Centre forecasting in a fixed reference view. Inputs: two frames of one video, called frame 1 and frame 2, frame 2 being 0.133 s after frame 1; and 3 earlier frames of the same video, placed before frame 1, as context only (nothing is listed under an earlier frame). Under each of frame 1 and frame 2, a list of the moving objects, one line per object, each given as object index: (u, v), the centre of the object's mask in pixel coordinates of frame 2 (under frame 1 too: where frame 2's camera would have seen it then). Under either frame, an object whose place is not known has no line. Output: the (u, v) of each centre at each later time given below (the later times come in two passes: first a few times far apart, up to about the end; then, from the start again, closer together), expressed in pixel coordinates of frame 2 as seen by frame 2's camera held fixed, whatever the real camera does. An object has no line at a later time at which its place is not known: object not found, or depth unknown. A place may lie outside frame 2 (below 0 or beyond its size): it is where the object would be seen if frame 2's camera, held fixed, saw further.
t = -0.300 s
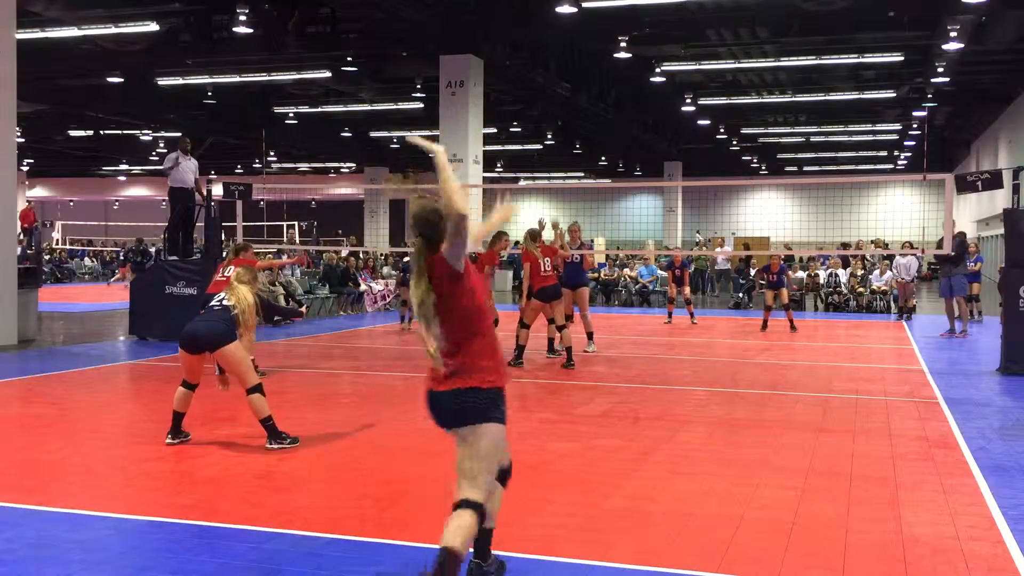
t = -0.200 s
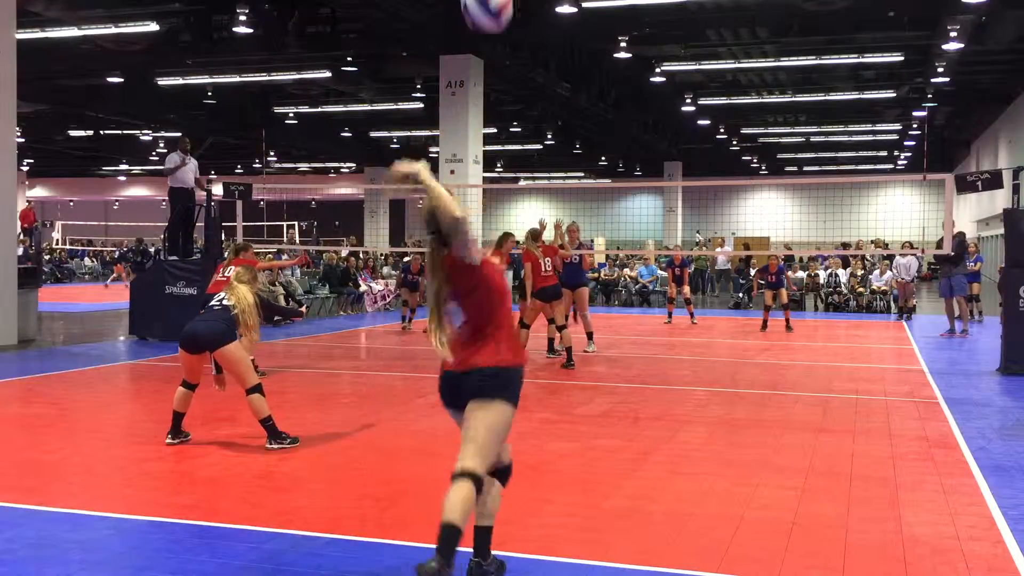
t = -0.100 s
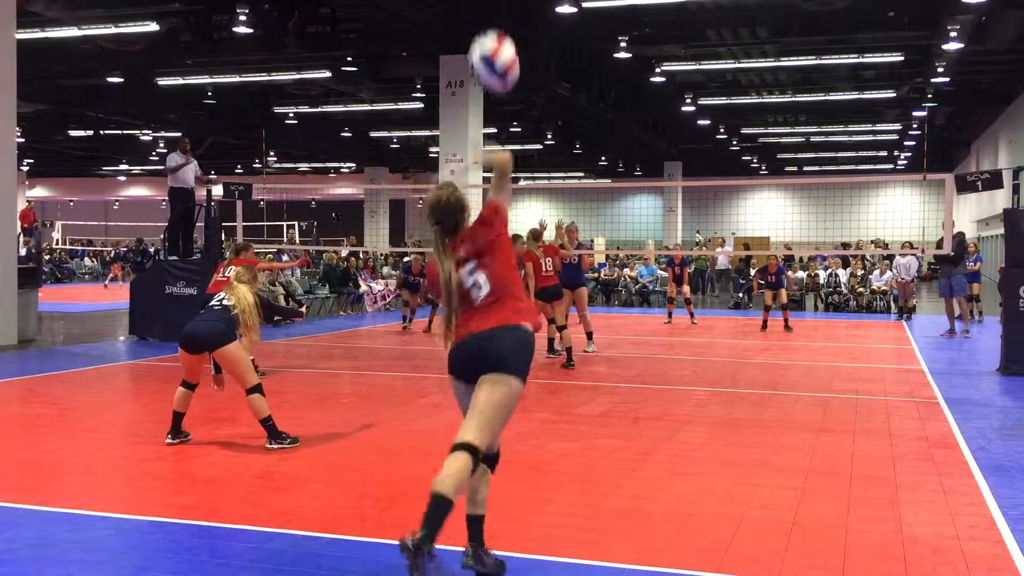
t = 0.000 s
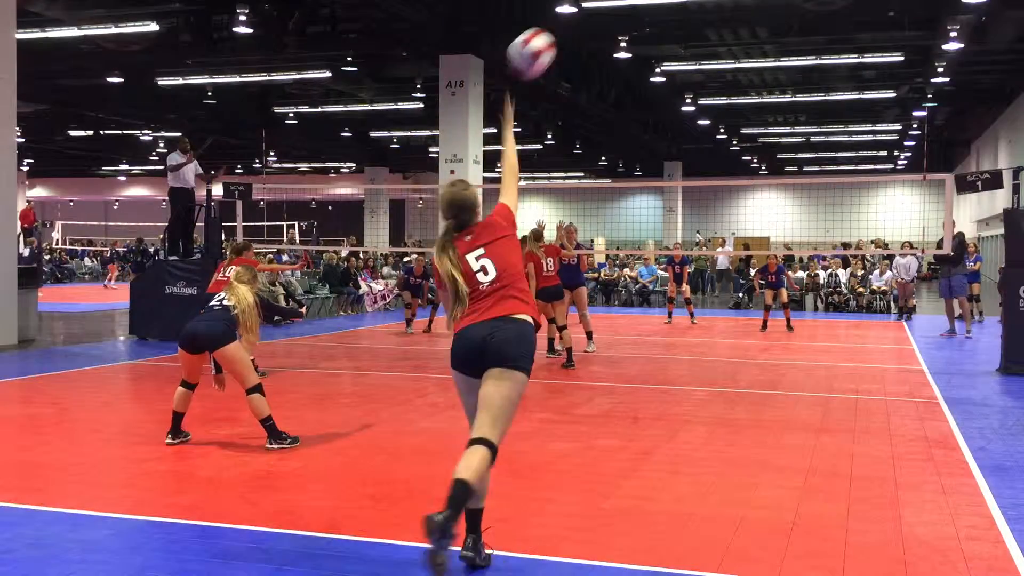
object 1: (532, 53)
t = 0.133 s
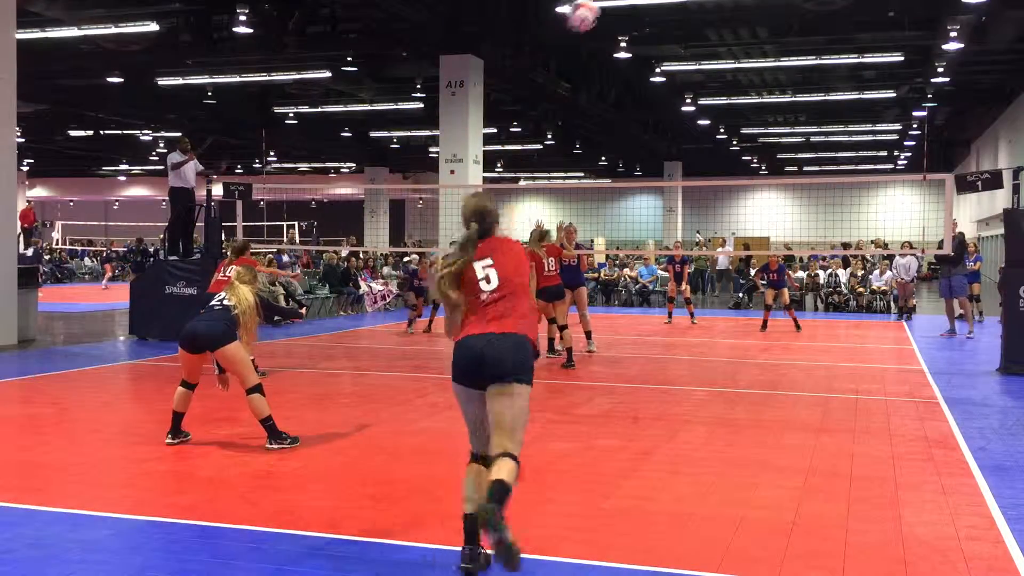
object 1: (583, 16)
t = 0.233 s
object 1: (605, 11)
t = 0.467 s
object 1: (633, 36)
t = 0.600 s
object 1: (637, 65)
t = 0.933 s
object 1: (637, 151)
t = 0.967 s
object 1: (636, 161)
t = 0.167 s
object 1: (591, 13)
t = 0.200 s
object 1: (599, 11)
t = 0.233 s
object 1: (605, 11)
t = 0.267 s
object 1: (611, 11)
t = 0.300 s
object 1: (617, 13)
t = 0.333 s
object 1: (621, 16)
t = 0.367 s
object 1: (625, 20)
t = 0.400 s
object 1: (628, 24)
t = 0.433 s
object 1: (630, 30)
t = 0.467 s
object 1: (633, 36)
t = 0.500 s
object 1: (634, 43)
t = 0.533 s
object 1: (635, 50)
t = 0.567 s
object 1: (637, 57)
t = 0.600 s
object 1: (637, 65)
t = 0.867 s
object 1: (637, 133)
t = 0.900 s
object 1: (637, 142)
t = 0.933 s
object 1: (637, 151)
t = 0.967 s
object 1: (636, 161)
